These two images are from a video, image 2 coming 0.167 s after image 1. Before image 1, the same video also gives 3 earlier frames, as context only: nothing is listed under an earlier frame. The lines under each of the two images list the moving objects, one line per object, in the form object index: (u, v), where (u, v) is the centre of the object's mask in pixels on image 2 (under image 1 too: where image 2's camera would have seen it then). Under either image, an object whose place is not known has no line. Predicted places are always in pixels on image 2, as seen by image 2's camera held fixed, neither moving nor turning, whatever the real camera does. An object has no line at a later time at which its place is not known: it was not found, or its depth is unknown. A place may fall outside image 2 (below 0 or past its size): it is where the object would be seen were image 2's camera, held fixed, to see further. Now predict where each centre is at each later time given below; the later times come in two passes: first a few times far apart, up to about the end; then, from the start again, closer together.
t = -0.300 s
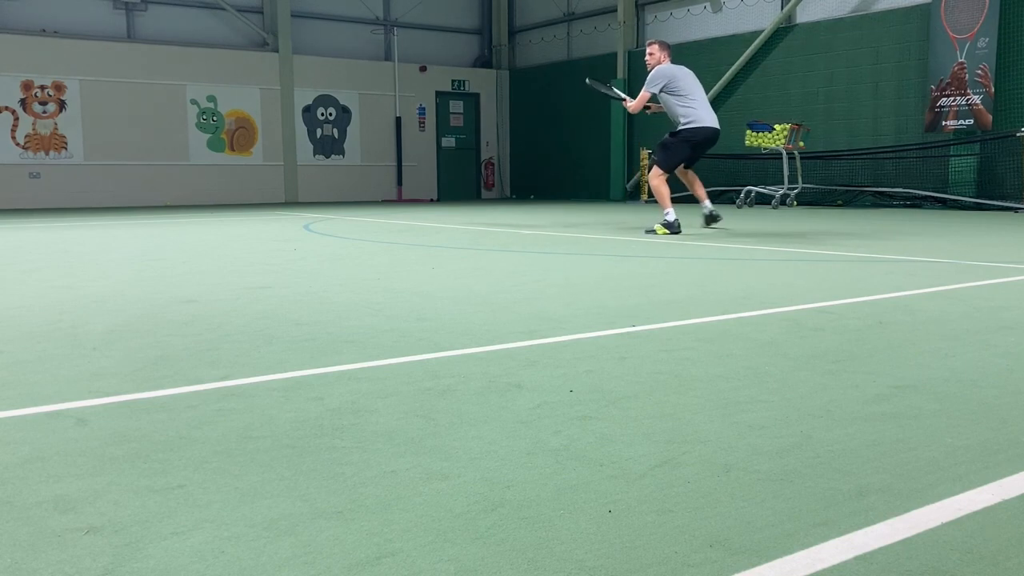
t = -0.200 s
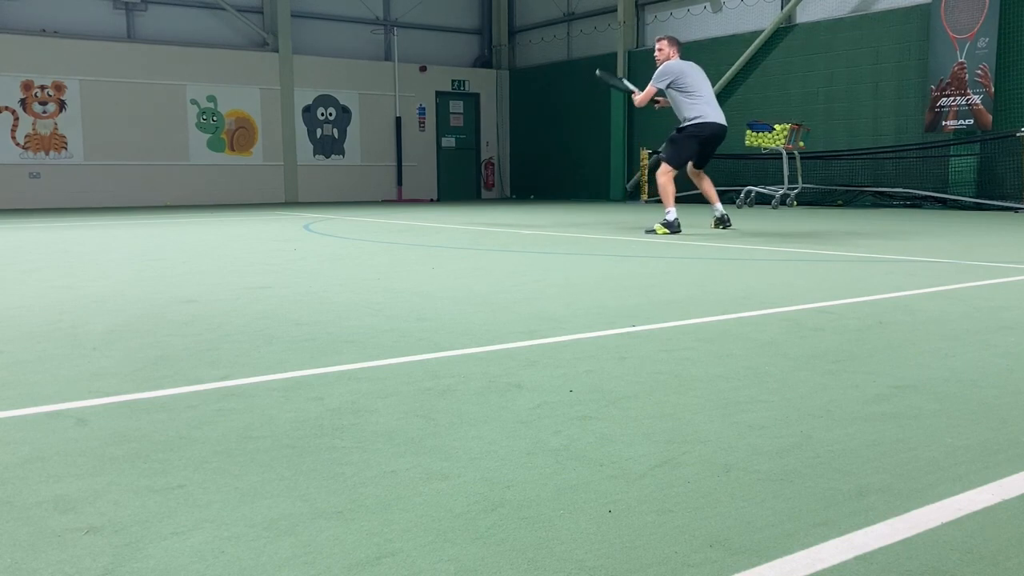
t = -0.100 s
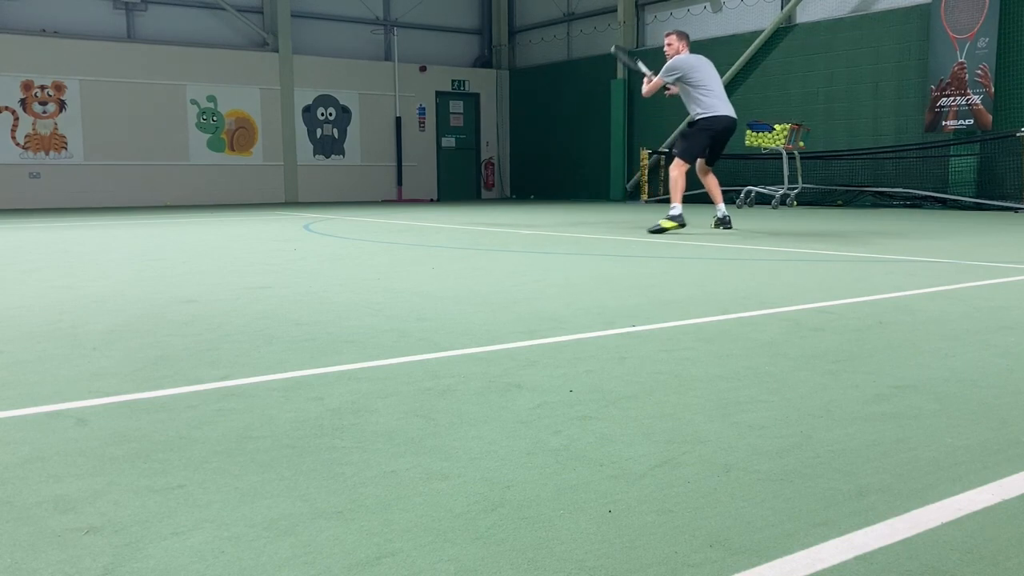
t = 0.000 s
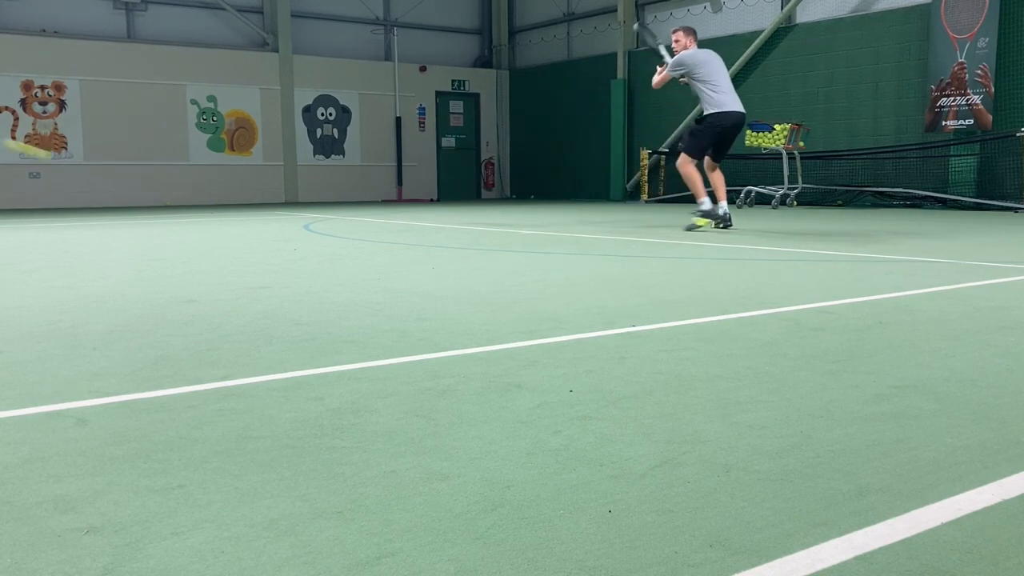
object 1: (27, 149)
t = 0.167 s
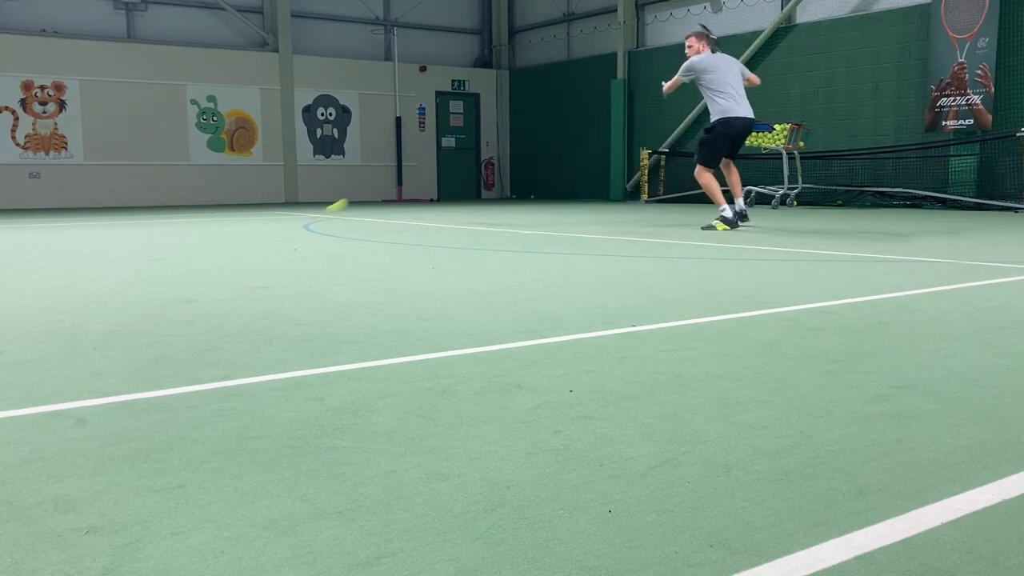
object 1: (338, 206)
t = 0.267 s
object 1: (430, 162)
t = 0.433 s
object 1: (561, 127)
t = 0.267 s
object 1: (430, 162)
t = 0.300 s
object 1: (459, 152)
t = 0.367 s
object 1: (512, 136)
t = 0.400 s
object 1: (537, 131)
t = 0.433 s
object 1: (561, 127)
